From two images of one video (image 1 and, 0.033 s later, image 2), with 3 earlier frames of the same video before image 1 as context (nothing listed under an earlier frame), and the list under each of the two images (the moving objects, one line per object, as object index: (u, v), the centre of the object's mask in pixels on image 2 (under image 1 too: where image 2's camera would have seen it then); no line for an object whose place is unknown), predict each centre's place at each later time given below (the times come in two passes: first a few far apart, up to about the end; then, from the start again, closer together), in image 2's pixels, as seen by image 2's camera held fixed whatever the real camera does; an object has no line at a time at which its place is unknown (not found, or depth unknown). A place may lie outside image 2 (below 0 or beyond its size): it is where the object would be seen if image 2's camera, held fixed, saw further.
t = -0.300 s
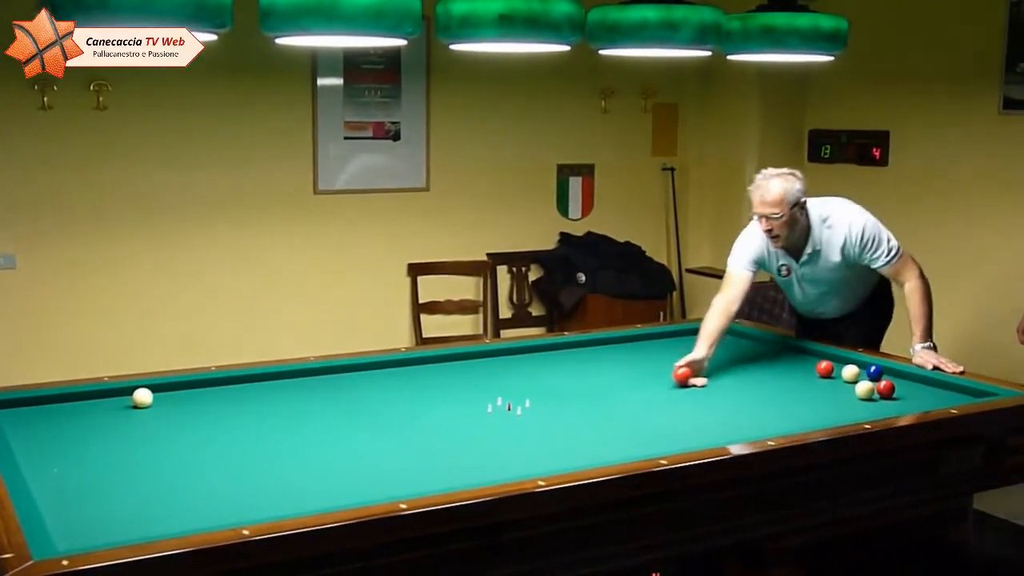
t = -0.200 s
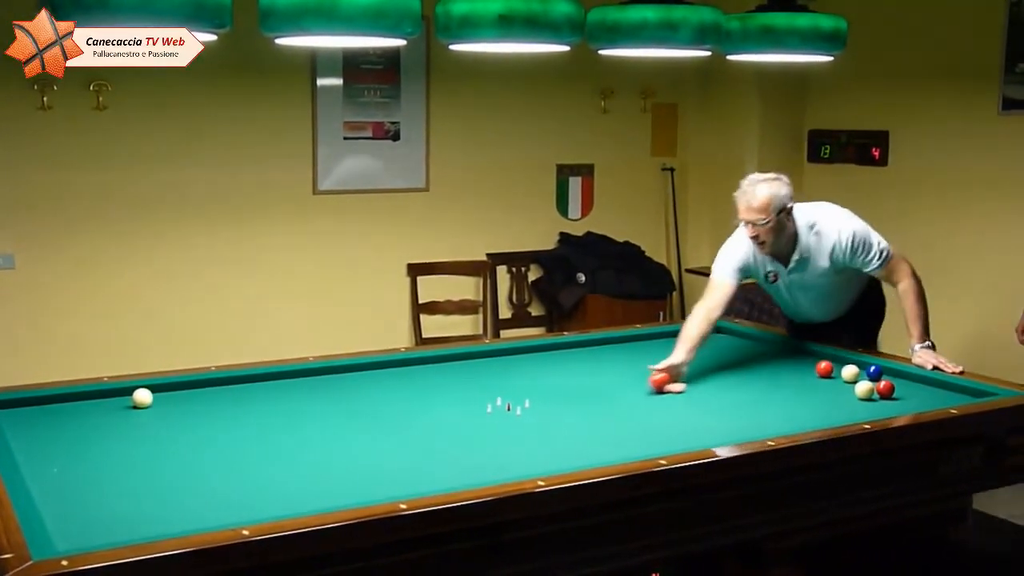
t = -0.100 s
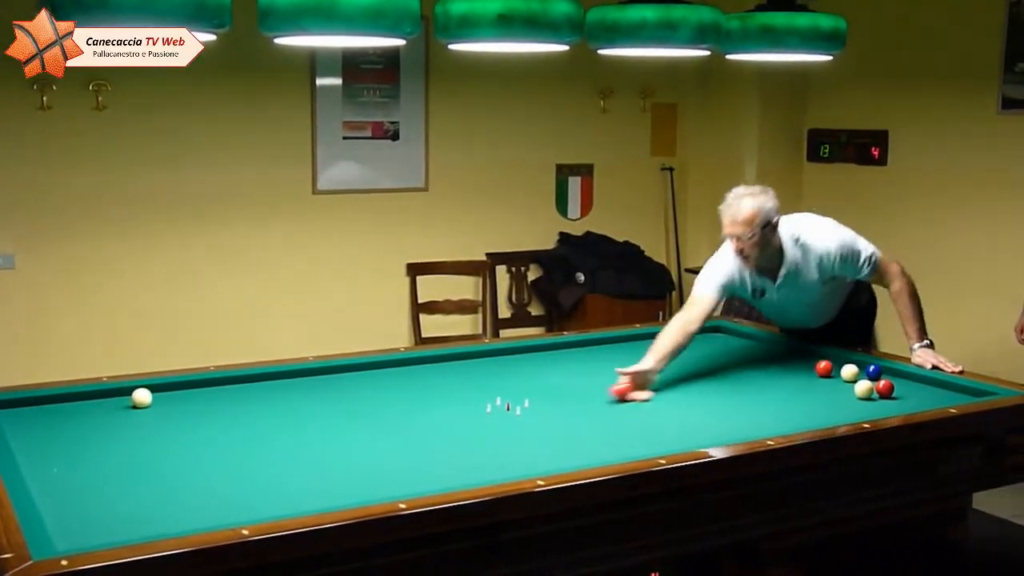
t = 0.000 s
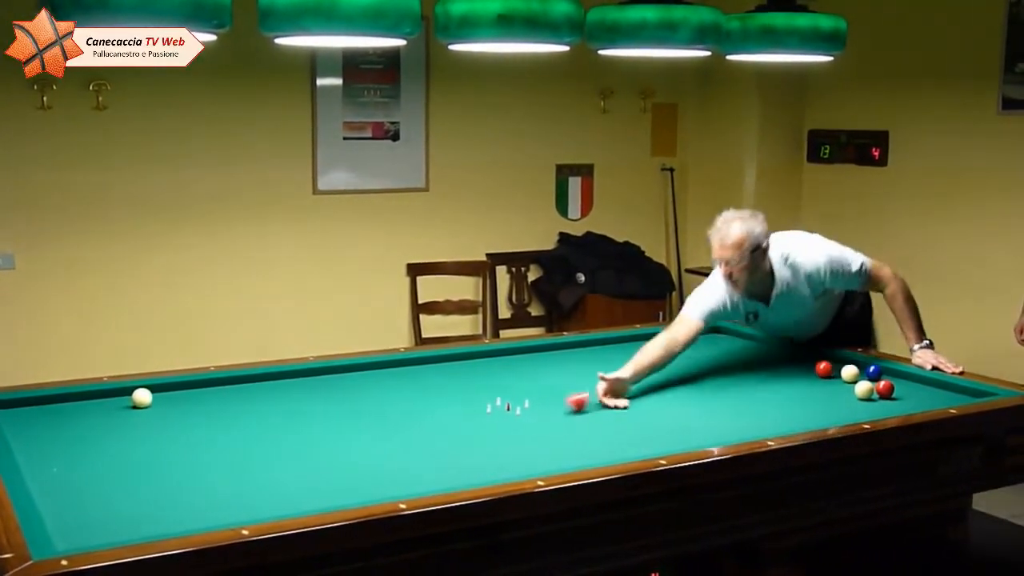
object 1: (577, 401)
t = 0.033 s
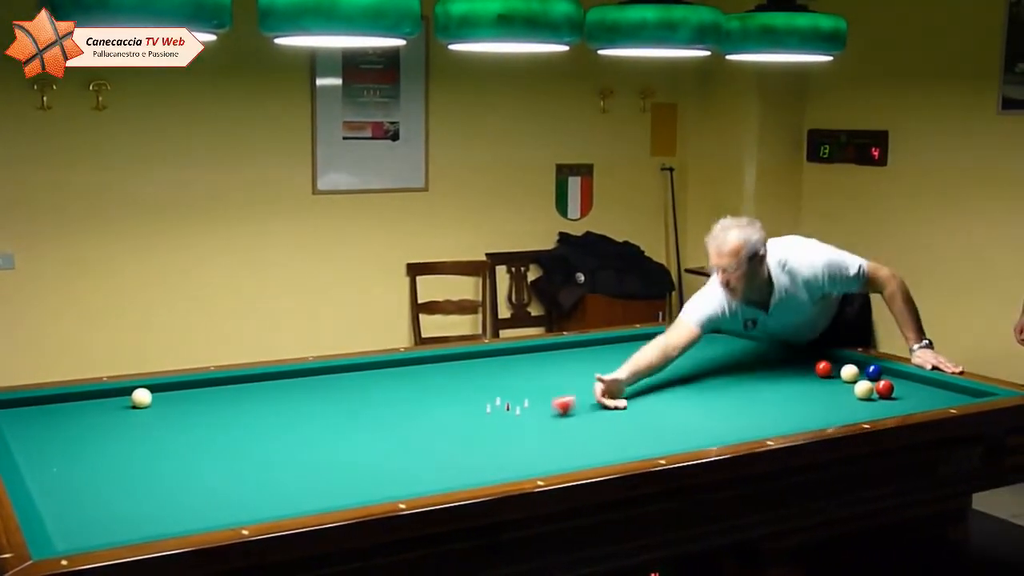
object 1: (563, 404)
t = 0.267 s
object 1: (464, 427)
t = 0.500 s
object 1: (363, 450)
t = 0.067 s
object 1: (549, 407)
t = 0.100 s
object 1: (536, 411)
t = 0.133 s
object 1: (521, 414)
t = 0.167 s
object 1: (506, 418)
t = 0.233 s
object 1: (478, 424)
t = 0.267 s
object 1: (464, 427)
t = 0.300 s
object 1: (450, 430)
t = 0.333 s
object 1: (436, 433)
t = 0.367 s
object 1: (422, 437)
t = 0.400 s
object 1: (408, 440)
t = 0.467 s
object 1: (379, 447)
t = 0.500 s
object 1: (363, 450)
